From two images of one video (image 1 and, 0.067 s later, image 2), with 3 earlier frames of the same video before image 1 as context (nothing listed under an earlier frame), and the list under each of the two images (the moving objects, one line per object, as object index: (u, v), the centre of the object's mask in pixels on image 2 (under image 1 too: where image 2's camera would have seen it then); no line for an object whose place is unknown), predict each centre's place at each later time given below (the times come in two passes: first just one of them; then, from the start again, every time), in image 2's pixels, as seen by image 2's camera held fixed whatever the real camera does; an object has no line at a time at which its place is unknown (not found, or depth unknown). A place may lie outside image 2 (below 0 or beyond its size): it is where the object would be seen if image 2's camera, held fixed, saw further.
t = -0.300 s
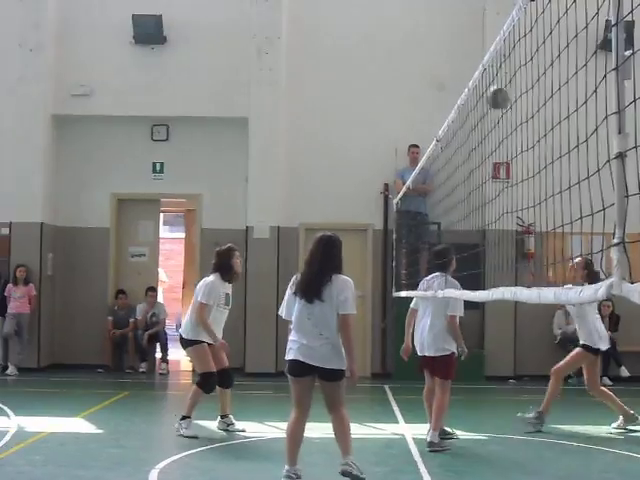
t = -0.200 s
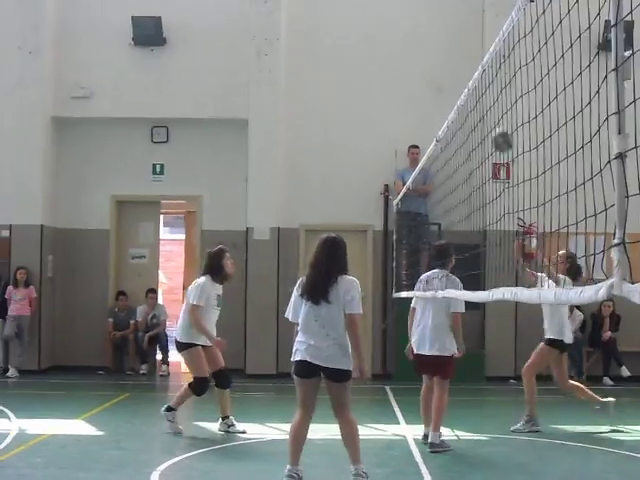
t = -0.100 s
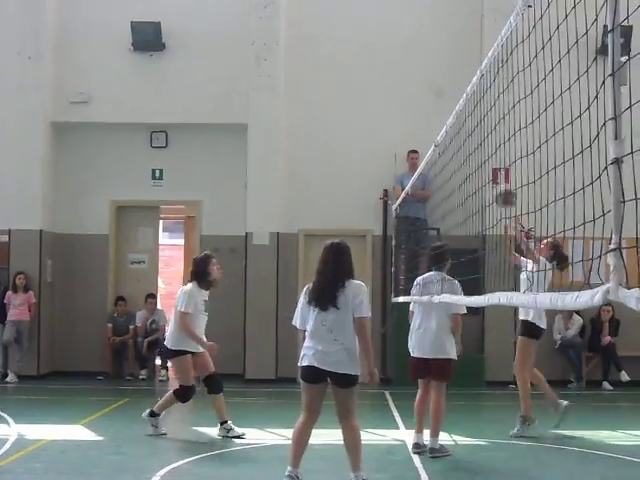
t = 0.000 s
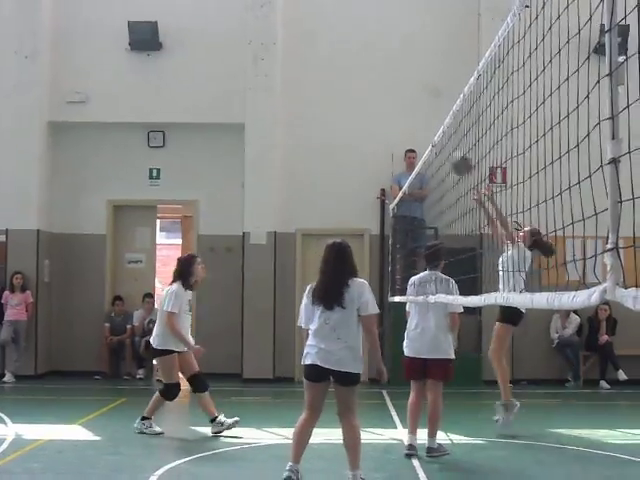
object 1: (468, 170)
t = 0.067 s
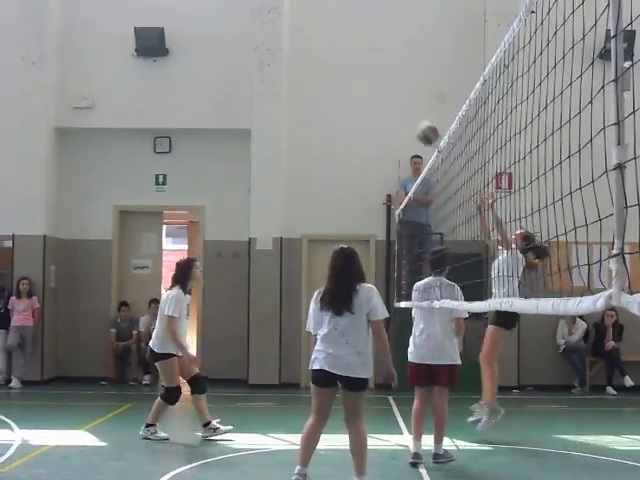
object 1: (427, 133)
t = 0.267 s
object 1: (312, 57)
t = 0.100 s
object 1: (408, 117)
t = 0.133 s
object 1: (388, 103)
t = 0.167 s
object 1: (369, 89)
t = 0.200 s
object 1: (350, 77)
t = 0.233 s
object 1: (331, 67)
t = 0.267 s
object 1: (312, 57)
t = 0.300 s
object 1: (294, 49)
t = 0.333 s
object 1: (275, 43)
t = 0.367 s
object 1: (256, 37)
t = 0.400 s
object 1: (238, 33)
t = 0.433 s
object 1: (220, 29)
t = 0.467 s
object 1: (201, 27)
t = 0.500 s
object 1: (183, 27)
